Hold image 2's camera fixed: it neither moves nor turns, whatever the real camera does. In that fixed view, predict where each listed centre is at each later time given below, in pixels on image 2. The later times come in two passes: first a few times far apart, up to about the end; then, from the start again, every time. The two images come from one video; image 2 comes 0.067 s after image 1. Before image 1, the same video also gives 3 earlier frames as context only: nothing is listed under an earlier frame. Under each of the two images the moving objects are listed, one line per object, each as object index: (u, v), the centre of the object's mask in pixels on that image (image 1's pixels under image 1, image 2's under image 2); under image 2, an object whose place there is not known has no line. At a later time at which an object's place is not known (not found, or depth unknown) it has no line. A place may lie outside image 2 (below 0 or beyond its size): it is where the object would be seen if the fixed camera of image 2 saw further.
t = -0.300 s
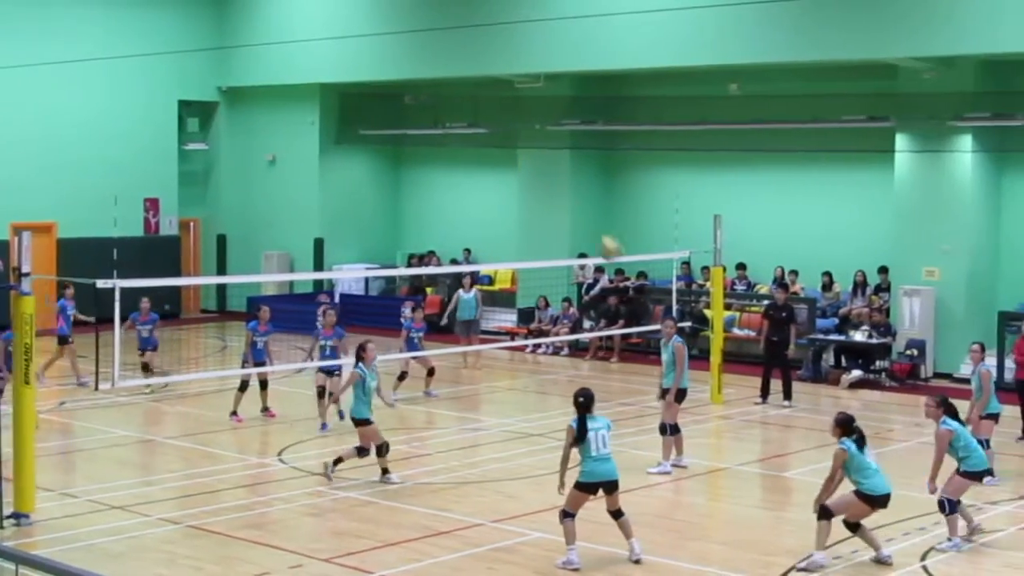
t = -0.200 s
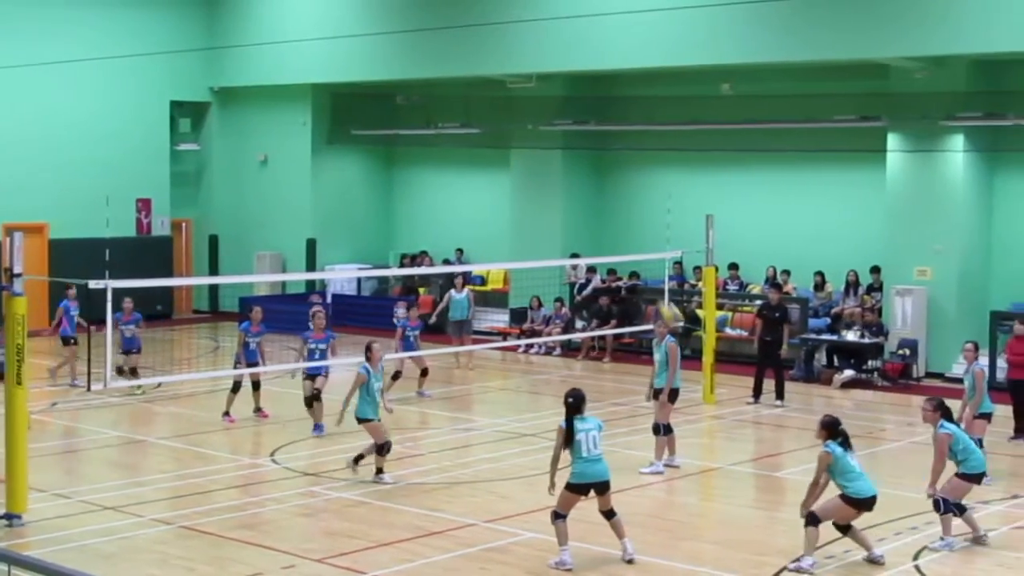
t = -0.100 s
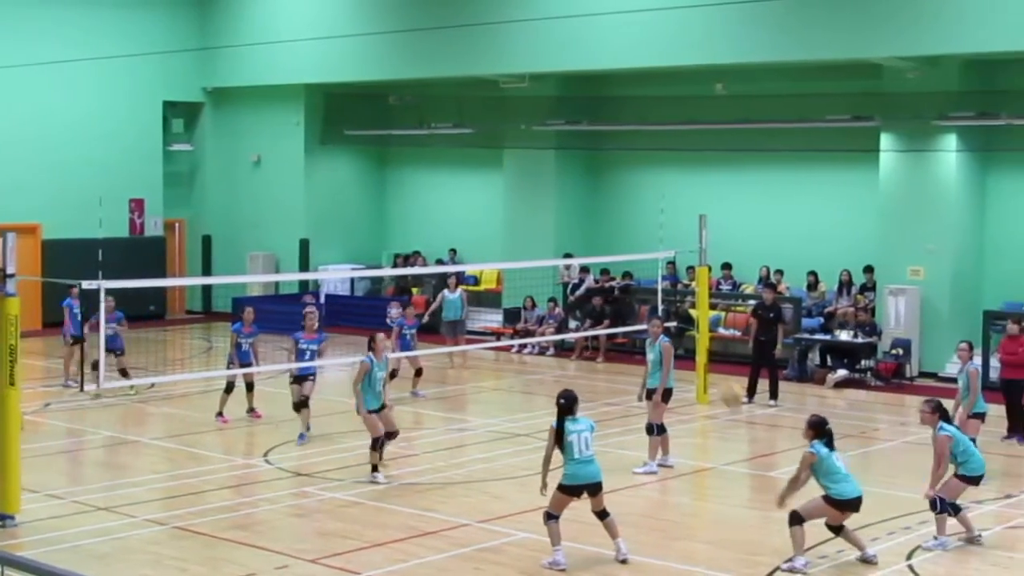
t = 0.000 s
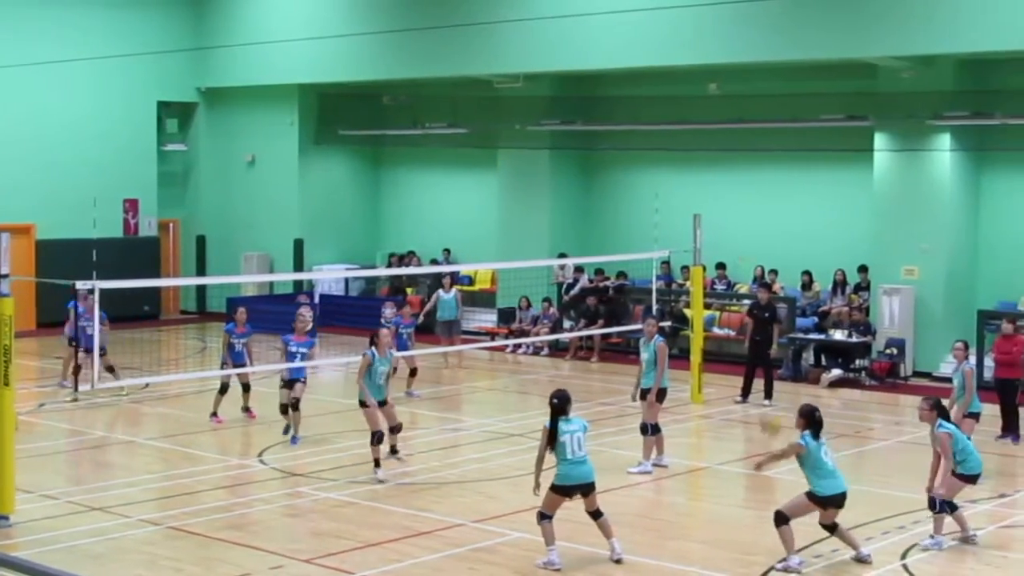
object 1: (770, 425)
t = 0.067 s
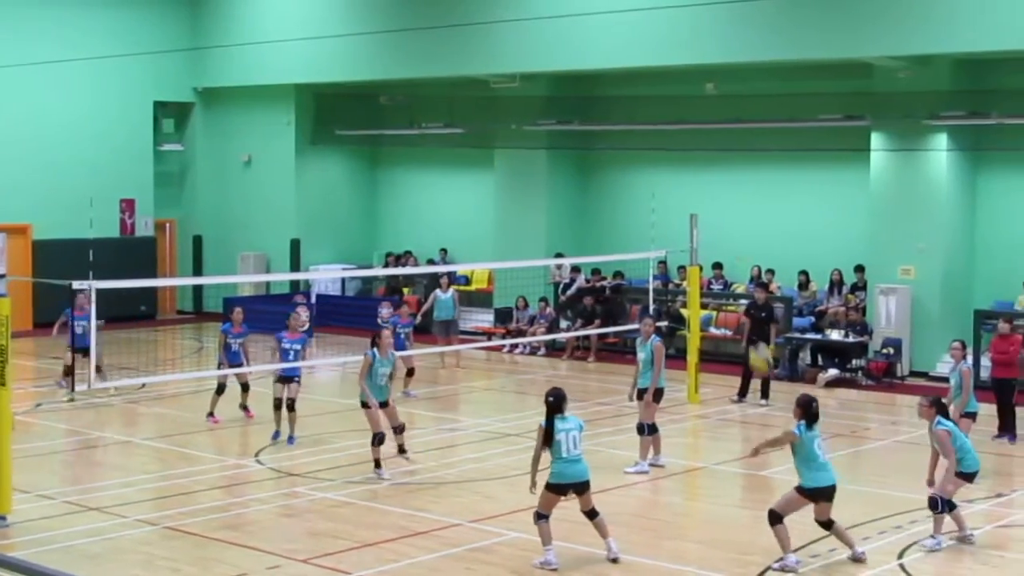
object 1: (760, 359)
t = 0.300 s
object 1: (734, 190)
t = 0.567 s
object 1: (709, 82)
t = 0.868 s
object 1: (684, 60)
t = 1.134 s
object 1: (660, 113)
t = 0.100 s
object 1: (756, 331)
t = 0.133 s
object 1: (753, 303)
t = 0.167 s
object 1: (748, 277)
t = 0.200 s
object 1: (745, 252)
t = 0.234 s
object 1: (742, 230)
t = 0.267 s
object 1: (738, 208)
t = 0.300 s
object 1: (734, 190)
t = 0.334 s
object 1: (731, 170)
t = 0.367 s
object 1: (728, 153)
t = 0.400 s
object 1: (725, 140)
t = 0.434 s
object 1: (721, 125)
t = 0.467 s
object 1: (718, 112)
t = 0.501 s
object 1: (715, 102)
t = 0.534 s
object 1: (712, 91)
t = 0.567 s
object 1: (709, 82)
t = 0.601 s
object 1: (707, 76)
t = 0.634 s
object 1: (704, 72)
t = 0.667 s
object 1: (700, 65)
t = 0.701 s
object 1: (697, 62)
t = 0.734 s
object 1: (694, 60)
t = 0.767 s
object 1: (692, 58)
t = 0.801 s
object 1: (689, 58)
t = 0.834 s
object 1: (686, 58)
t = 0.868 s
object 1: (684, 60)
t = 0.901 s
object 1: (681, 63)
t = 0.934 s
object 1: (678, 68)
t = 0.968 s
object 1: (675, 72)
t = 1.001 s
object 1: (672, 79)
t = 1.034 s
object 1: (669, 86)
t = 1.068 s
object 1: (666, 94)
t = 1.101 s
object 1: (663, 103)
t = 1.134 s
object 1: (660, 113)
